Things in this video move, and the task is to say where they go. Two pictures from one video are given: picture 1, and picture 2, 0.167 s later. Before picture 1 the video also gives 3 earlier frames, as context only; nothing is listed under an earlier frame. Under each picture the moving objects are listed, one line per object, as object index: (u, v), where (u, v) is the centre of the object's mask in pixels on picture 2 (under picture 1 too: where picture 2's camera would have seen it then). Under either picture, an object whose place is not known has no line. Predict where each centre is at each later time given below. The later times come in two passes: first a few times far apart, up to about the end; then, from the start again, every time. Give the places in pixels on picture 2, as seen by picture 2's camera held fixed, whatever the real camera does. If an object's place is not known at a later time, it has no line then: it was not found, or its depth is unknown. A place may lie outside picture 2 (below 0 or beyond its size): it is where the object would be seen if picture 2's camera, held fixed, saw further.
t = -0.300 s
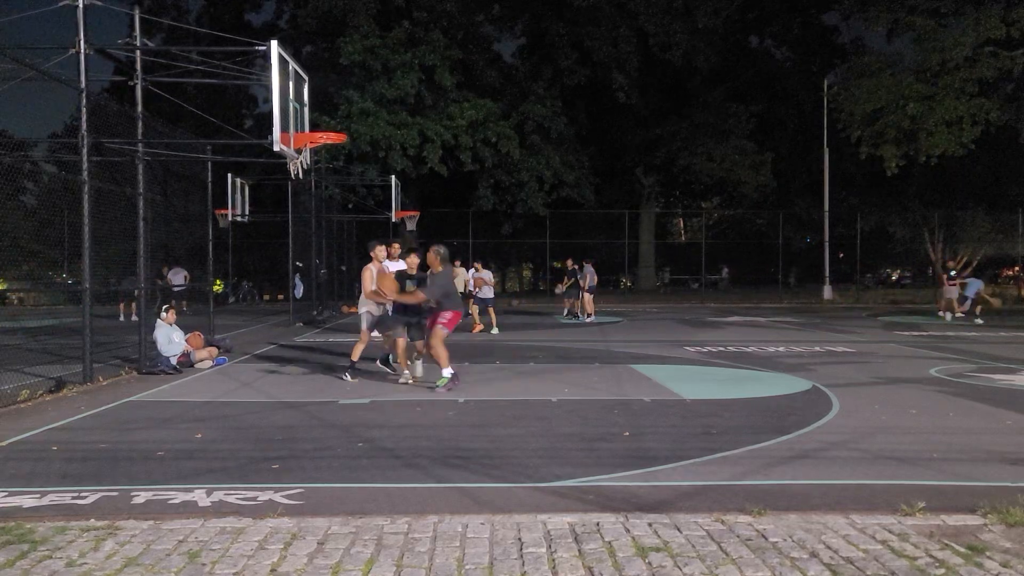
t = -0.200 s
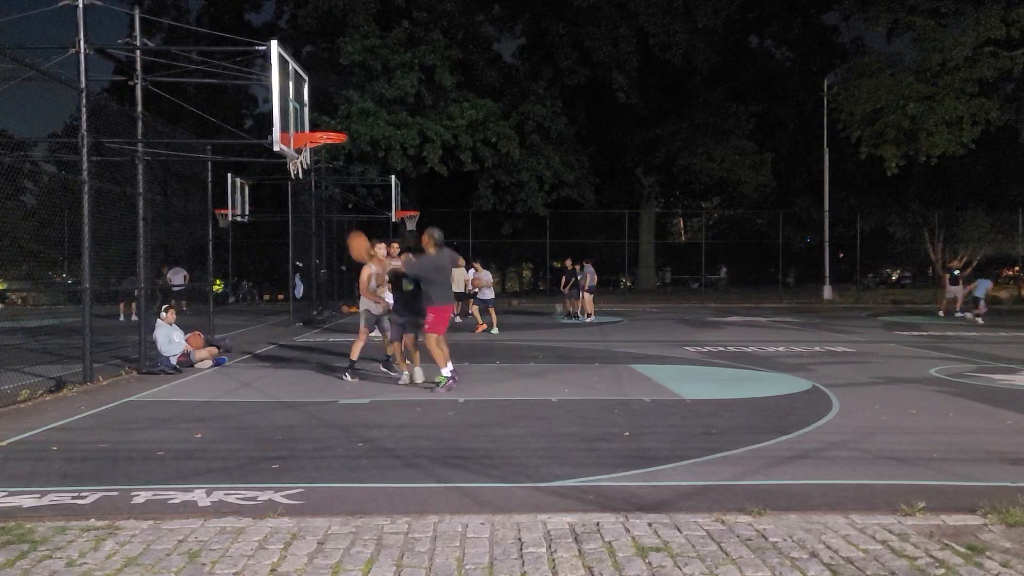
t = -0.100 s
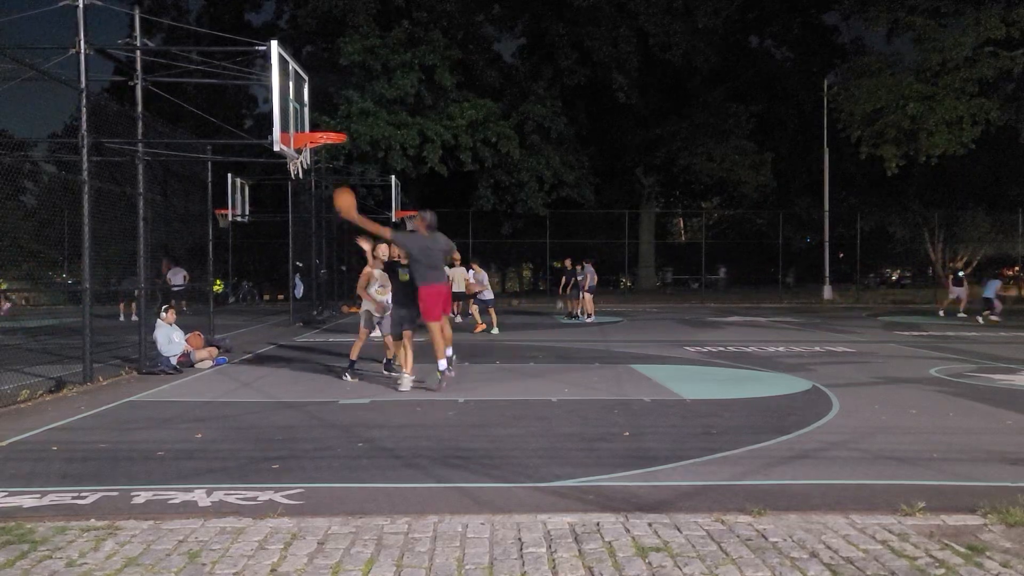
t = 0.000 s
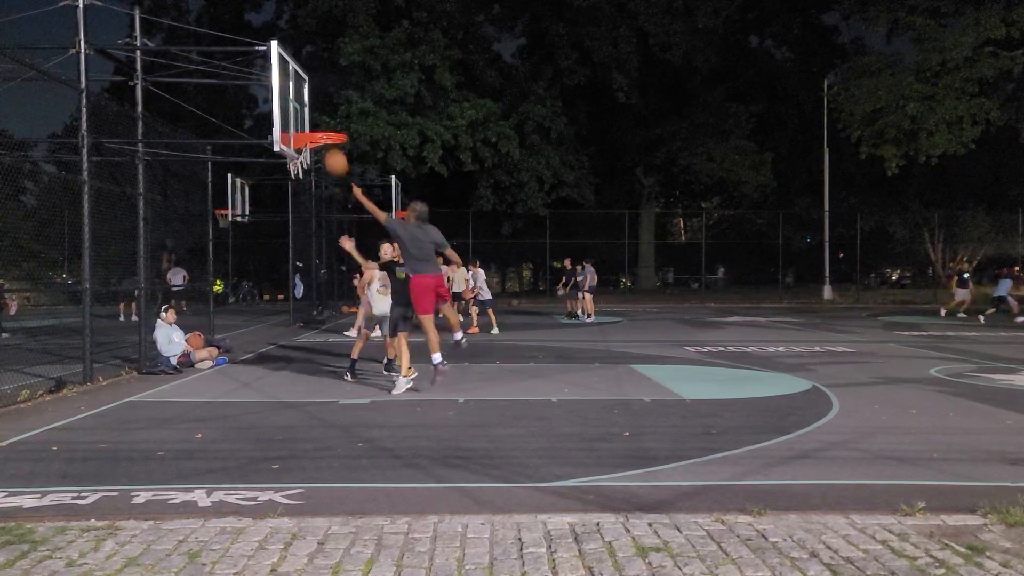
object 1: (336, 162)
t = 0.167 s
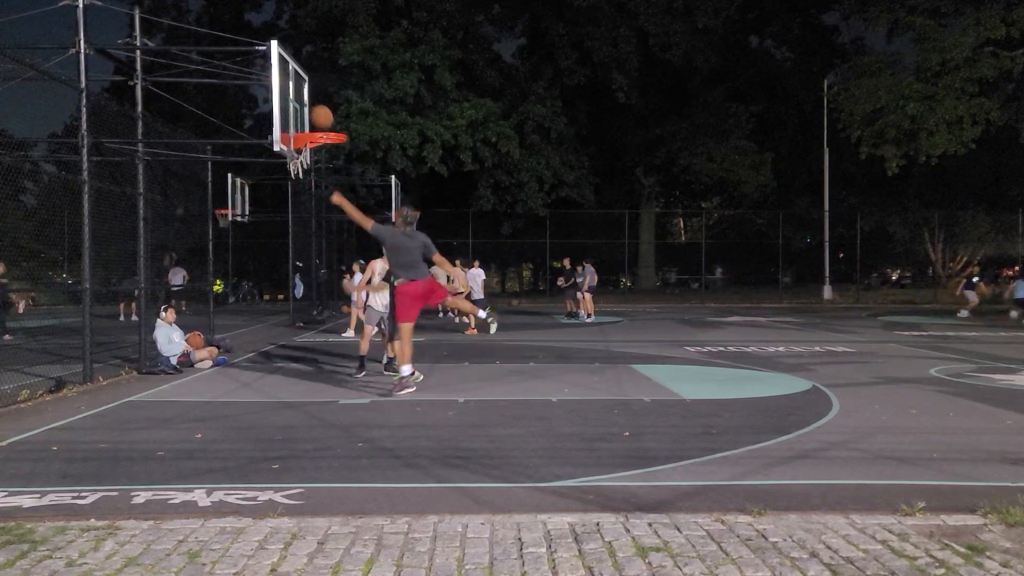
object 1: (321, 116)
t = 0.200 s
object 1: (319, 111)
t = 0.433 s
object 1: (300, 97)
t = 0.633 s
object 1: (306, 113)
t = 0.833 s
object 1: (310, 114)
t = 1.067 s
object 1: (307, 126)
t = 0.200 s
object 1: (319, 111)
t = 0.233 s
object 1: (317, 106)
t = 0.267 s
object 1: (314, 102)
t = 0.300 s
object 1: (311, 99)
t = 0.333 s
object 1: (308, 97)
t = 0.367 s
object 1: (306, 96)
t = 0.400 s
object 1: (304, 96)
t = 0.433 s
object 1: (300, 97)
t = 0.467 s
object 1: (298, 98)
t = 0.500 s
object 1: (296, 100)
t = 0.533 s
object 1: (298, 102)
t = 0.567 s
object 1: (302, 105)
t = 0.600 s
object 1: (304, 108)
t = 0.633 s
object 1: (306, 113)
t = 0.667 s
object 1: (310, 118)
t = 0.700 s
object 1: (312, 123)
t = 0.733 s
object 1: (312, 121)
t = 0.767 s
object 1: (312, 118)
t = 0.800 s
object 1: (311, 115)
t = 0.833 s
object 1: (310, 114)
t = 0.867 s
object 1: (310, 113)
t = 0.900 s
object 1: (310, 113)
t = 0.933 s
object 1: (309, 114)
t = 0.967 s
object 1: (308, 116)
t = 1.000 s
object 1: (308, 119)
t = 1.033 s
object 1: (307, 122)
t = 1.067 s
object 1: (307, 126)
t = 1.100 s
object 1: (306, 132)
